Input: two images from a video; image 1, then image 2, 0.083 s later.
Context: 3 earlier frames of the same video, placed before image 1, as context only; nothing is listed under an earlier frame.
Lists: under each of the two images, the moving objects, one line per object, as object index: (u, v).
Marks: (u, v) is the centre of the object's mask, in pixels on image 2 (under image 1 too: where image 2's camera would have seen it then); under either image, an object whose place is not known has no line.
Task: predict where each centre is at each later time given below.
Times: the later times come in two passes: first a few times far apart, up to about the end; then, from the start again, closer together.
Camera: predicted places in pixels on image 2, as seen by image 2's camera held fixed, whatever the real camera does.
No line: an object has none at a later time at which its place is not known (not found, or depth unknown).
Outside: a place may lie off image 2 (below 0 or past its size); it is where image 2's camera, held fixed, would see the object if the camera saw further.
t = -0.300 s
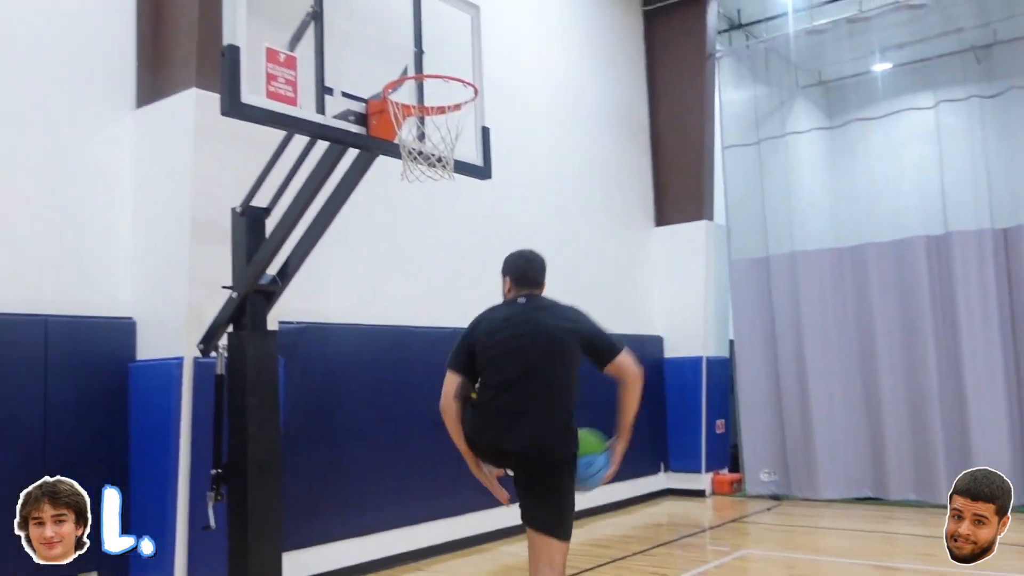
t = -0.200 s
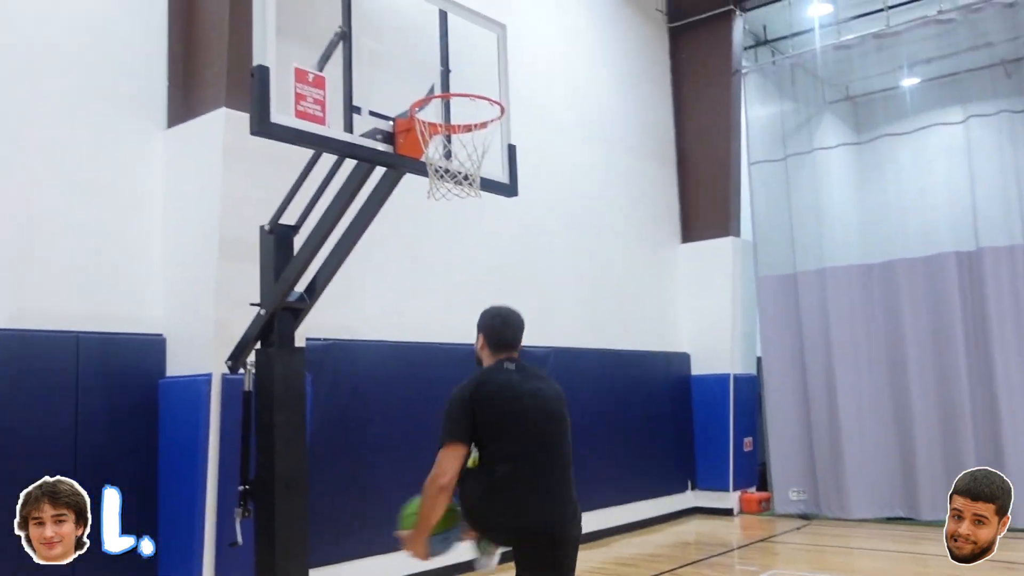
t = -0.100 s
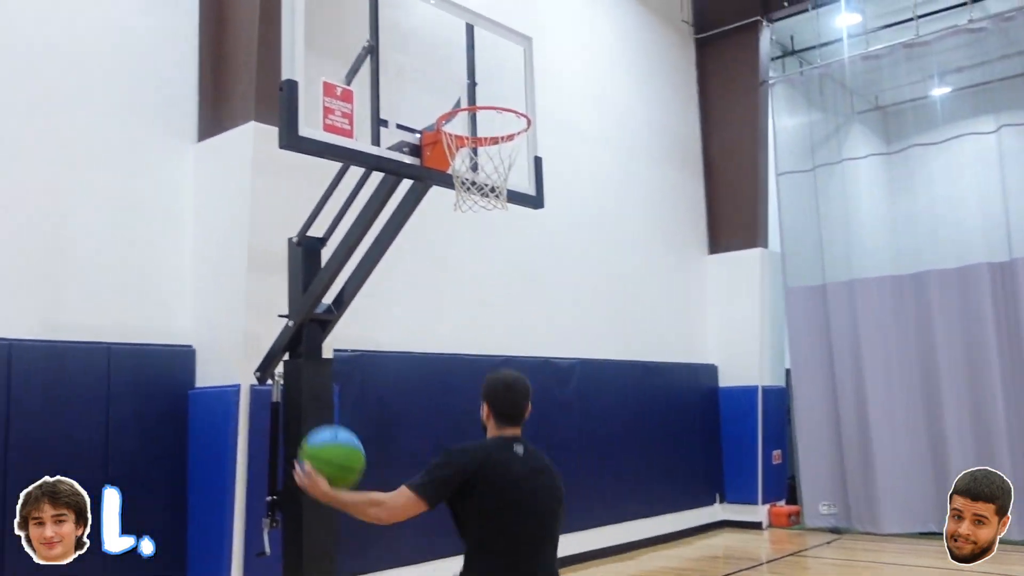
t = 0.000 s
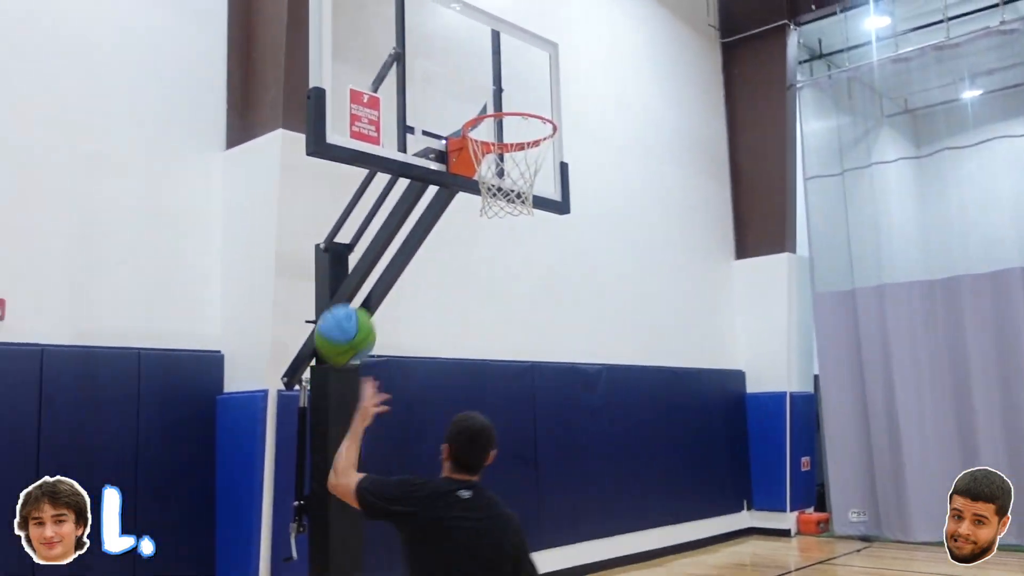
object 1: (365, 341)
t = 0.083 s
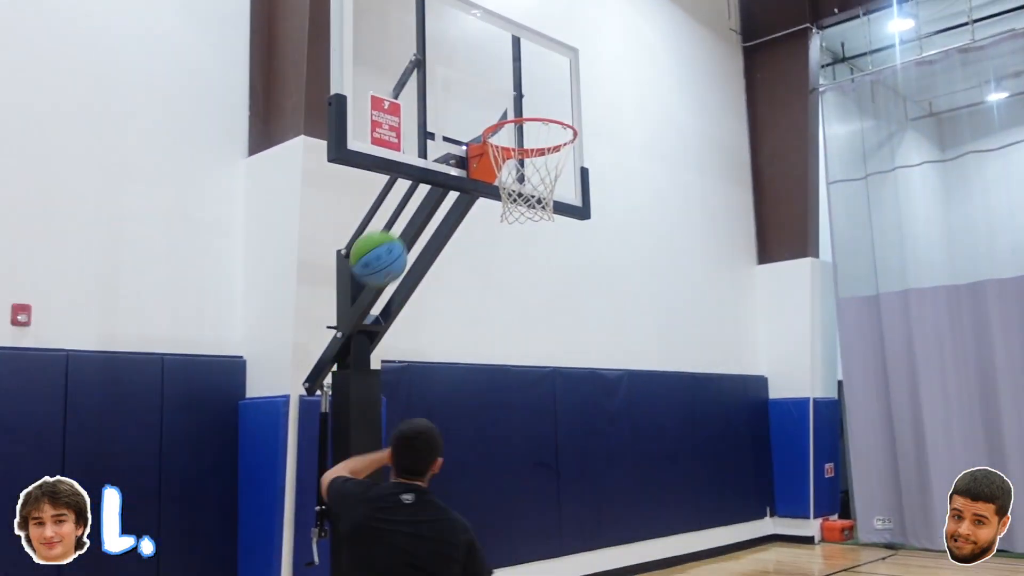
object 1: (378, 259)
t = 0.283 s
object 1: (405, 150)
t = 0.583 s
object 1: (463, 166)
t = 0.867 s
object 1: (450, 405)
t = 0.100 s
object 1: (381, 245)
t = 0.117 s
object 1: (384, 232)
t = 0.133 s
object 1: (386, 220)
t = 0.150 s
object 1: (388, 209)
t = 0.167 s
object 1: (390, 199)
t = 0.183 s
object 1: (392, 190)
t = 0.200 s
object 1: (394, 181)
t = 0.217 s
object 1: (396, 174)
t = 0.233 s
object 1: (398, 166)
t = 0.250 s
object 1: (400, 160)
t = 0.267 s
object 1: (401, 154)
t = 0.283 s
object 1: (405, 150)
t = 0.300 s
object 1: (411, 146)
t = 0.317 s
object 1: (416, 141)
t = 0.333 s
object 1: (422, 138)
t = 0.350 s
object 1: (427, 135)
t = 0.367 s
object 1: (433, 133)
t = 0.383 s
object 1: (439, 132)
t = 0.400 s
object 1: (444, 130)
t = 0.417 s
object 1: (450, 130)
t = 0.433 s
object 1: (456, 130)
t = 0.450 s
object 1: (462, 130)
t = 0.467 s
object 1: (467, 131)
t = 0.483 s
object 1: (469, 134)
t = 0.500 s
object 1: (468, 138)
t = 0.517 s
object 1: (467, 143)
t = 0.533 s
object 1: (466, 147)
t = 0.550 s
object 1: (465, 152)
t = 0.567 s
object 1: (464, 159)
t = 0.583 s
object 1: (463, 166)
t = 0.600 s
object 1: (462, 173)
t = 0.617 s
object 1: (461, 181)
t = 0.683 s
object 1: (457, 221)
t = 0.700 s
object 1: (456, 233)
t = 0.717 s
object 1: (456, 246)
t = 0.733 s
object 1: (455, 260)
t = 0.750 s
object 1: (455, 277)
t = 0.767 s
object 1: (455, 292)
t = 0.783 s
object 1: (454, 309)
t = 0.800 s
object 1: (453, 326)
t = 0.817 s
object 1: (452, 345)
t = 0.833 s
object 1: (452, 365)
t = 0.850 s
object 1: (451, 385)
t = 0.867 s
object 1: (450, 405)
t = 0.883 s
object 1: (449, 428)
